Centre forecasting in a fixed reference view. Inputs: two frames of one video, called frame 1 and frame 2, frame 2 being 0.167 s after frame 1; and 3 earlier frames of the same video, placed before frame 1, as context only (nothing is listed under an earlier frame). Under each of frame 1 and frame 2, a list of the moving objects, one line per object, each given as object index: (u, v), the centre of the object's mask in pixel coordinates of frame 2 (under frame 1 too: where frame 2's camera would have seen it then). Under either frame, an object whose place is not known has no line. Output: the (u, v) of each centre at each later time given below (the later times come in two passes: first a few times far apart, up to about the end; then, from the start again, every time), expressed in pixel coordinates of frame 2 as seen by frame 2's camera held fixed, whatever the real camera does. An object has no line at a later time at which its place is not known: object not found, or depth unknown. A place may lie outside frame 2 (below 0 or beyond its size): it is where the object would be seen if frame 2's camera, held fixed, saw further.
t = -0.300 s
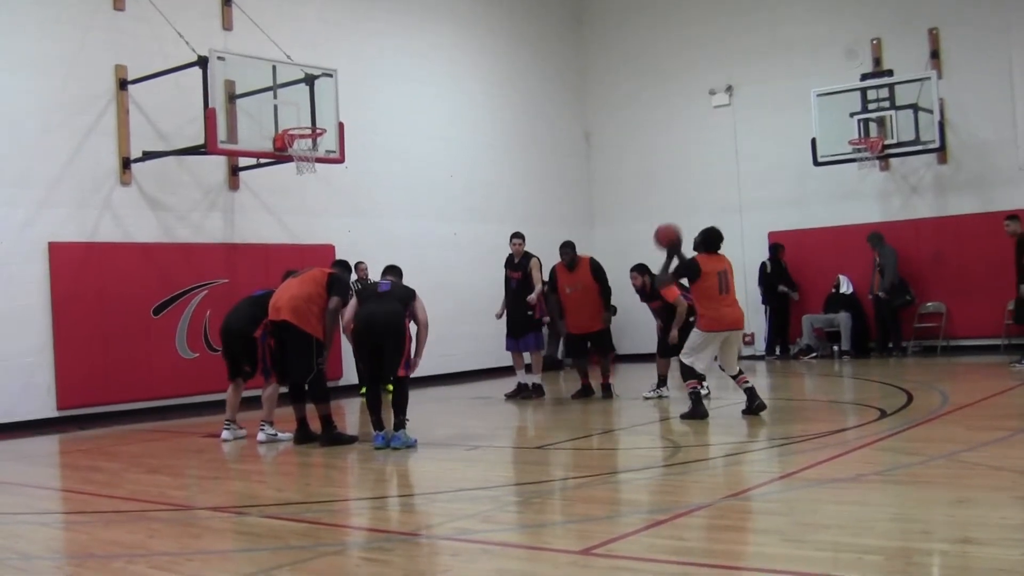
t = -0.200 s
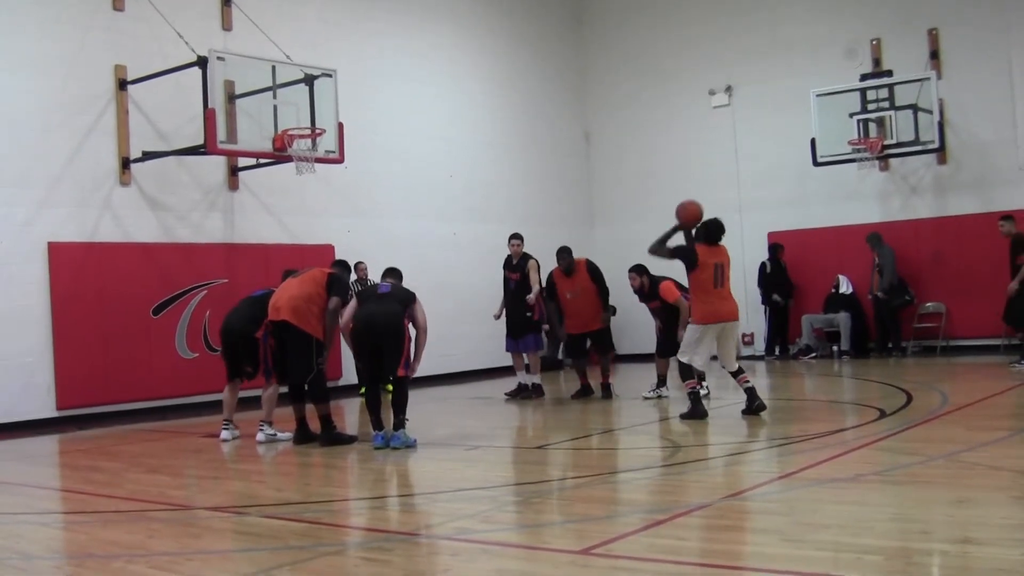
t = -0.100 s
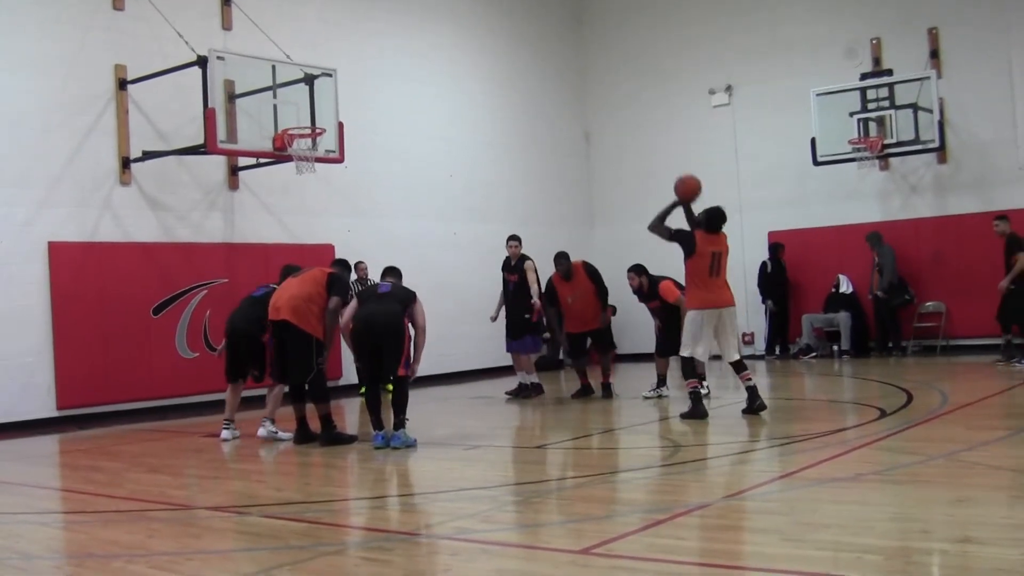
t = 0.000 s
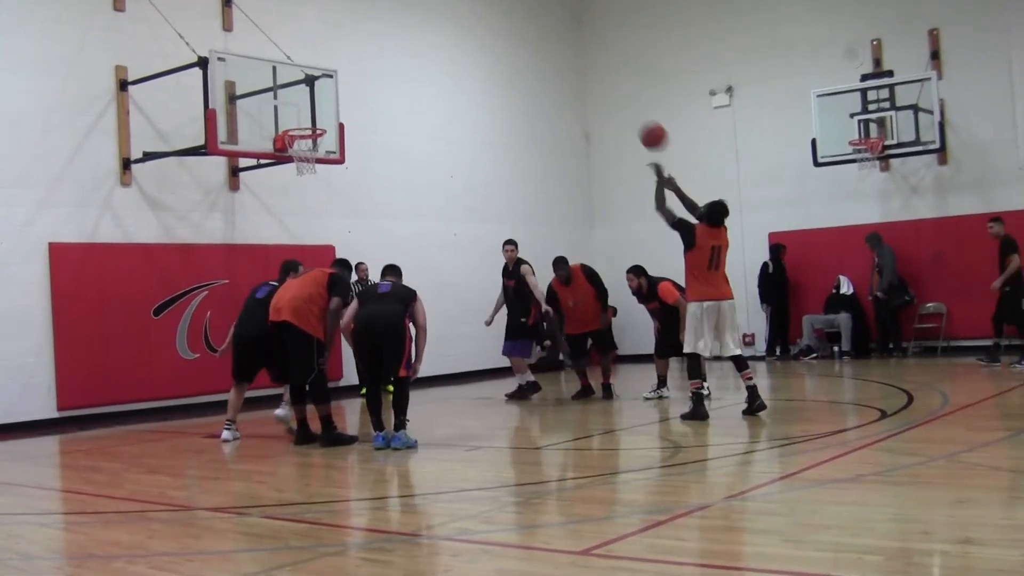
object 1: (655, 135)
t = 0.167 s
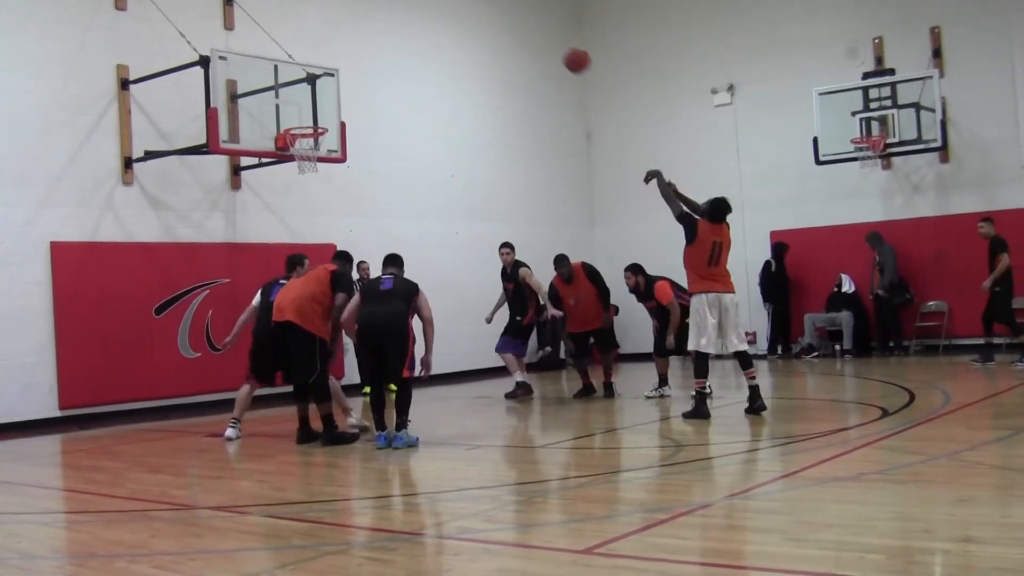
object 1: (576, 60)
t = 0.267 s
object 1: (533, 32)
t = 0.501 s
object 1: (443, 9)
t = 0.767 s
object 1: (354, 45)
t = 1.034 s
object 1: (297, 113)
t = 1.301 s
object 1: (363, 60)
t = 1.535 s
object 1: (422, 64)
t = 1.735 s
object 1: (472, 106)
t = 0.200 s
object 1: (561, 49)
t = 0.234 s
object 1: (547, 40)
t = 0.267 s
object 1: (533, 32)
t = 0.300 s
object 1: (519, 25)
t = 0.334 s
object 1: (506, 19)
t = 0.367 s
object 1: (493, 15)
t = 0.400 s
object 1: (480, 12)
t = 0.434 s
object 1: (467, 10)
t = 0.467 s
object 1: (455, 9)
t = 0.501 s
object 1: (443, 9)
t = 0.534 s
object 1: (431, 10)
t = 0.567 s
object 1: (420, 12)
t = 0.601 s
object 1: (408, 15)
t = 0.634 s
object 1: (397, 19)
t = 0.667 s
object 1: (386, 24)
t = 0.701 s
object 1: (375, 30)
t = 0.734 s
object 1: (365, 37)
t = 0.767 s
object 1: (354, 45)
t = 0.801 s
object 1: (344, 54)
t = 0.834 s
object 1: (334, 64)
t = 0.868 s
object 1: (325, 74)
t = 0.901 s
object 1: (315, 86)
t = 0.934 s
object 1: (305, 98)
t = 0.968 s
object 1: (296, 112)
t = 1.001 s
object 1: (290, 122)
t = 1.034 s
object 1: (297, 113)
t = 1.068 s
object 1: (305, 103)
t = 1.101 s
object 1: (313, 94)
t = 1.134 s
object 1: (322, 86)
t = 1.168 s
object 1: (330, 78)
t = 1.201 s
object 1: (338, 72)
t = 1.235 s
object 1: (346, 67)
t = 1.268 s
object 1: (355, 63)
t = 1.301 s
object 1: (363, 60)
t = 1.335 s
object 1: (371, 57)
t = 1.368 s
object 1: (379, 56)
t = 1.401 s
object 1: (388, 56)
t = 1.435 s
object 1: (396, 56)
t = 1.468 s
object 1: (405, 58)
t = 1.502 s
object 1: (413, 61)
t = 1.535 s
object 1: (422, 64)
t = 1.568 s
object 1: (430, 69)
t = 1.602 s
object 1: (438, 75)
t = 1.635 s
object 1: (447, 81)
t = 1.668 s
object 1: (455, 88)
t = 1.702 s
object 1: (464, 97)
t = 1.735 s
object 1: (472, 106)
